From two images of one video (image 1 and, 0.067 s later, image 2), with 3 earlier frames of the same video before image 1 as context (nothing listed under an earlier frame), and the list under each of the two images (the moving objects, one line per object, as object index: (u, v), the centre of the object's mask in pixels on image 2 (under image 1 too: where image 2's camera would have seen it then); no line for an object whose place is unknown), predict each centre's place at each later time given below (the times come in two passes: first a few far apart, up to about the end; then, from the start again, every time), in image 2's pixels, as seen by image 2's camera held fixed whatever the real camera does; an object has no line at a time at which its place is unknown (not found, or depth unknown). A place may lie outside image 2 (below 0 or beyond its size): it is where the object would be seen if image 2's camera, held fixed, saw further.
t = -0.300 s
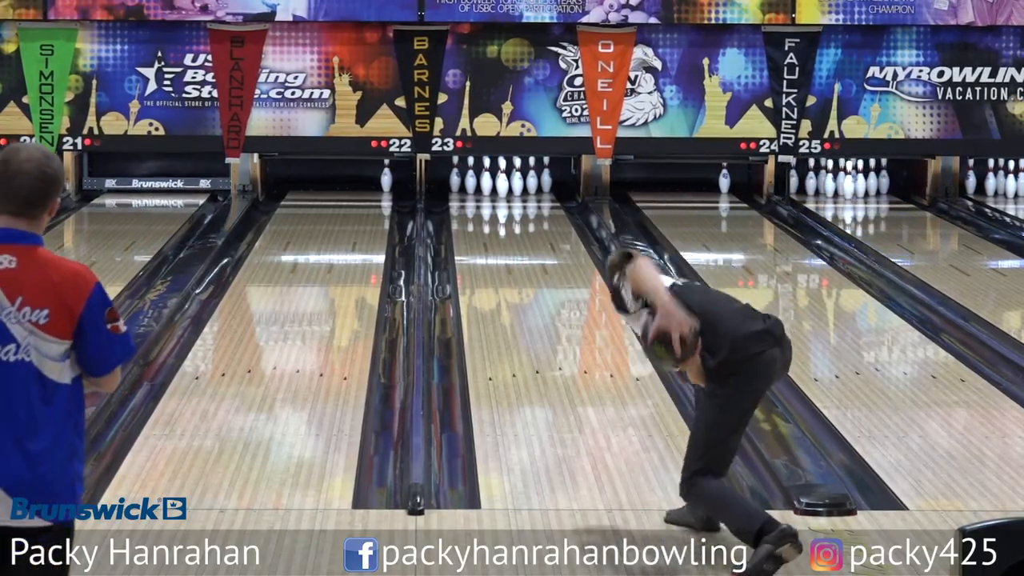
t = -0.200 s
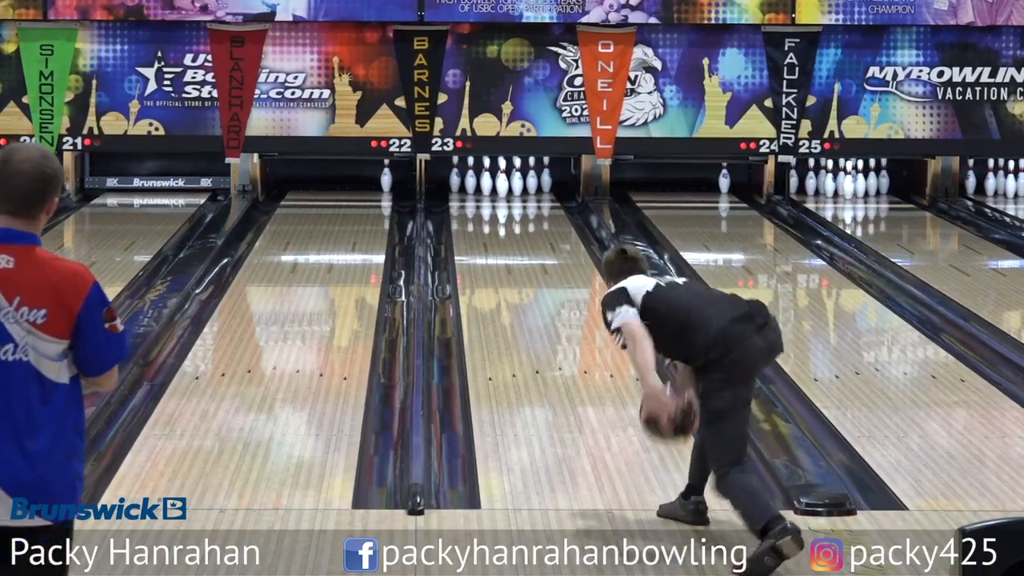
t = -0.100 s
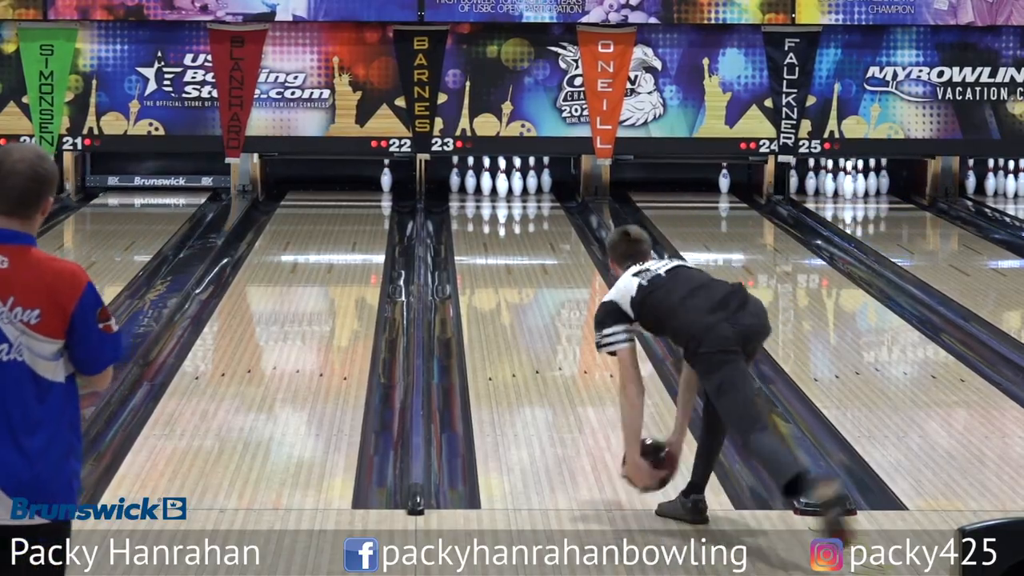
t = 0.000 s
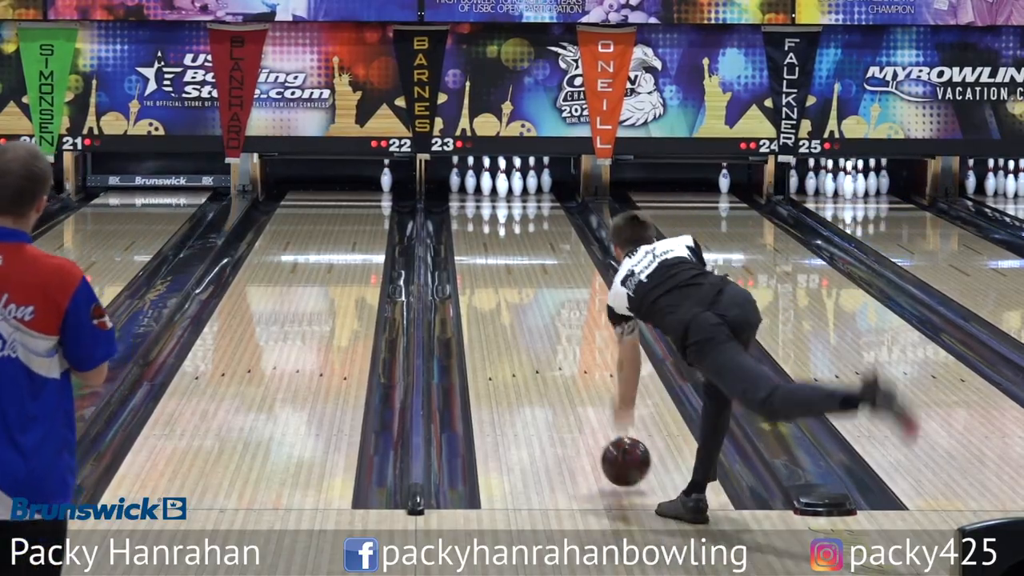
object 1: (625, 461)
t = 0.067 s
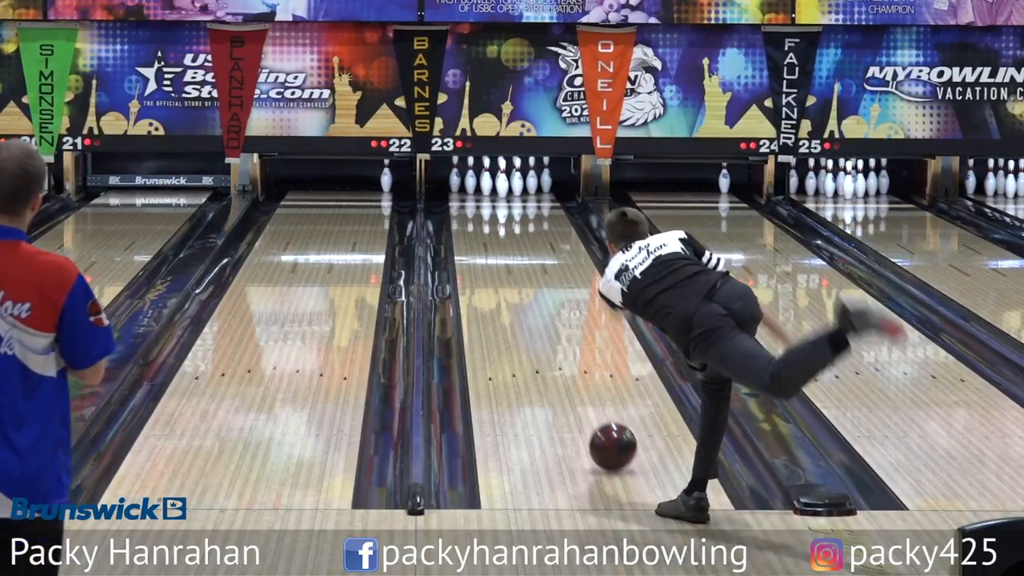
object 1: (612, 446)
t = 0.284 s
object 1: (577, 393)
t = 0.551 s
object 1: (545, 342)
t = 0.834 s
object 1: (519, 299)
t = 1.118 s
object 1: (500, 265)
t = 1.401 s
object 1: (485, 238)
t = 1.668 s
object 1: (478, 217)
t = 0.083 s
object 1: (609, 441)
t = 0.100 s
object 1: (606, 437)
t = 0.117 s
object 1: (604, 433)
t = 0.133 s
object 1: (601, 429)
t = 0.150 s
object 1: (598, 425)
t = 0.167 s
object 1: (595, 420)
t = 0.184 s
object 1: (592, 416)
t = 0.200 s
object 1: (590, 412)
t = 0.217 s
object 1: (587, 408)
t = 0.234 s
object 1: (585, 405)
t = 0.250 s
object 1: (582, 401)
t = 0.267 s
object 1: (580, 397)
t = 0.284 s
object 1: (577, 393)
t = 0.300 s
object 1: (575, 390)
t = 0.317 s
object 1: (573, 386)
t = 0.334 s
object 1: (571, 383)
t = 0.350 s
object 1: (568, 379)
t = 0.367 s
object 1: (566, 376)
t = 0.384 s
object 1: (564, 373)
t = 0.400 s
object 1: (562, 369)
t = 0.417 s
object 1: (560, 366)
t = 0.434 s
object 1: (558, 363)
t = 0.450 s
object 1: (556, 359)
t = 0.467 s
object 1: (554, 356)
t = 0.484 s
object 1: (552, 353)
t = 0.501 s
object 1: (550, 350)
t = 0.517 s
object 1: (548, 348)
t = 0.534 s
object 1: (547, 345)
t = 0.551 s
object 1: (545, 342)
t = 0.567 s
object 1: (543, 339)
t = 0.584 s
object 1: (542, 336)
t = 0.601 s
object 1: (540, 333)
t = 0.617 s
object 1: (538, 330)
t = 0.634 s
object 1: (536, 328)
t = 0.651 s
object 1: (535, 325)
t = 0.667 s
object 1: (533, 323)
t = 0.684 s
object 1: (532, 320)
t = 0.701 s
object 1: (530, 317)
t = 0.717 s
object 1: (529, 315)
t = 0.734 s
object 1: (527, 313)
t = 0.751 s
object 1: (526, 310)
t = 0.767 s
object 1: (524, 308)
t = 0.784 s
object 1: (523, 306)
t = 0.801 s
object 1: (522, 303)
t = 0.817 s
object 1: (520, 301)
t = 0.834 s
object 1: (519, 299)
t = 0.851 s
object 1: (518, 297)
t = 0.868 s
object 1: (516, 294)
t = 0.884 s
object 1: (515, 292)
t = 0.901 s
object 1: (514, 290)
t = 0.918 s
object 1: (513, 288)
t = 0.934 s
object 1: (511, 286)
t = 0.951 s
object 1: (510, 284)
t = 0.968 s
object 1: (509, 282)
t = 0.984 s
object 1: (508, 280)
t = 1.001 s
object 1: (507, 278)
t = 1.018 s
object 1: (506, 276)
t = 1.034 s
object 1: (505, 274)
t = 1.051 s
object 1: (504, 273)
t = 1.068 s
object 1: (503, 271)
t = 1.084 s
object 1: (502, 269)
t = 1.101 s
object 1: (501, 267)
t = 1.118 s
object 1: (500, 265)
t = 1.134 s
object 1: (499, 263)
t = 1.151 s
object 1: (498, 262)
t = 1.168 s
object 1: (497, 260)
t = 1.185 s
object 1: (496, 258)
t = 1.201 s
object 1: (495, 257)
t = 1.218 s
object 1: (494, 255)
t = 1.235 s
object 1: (493, 253)
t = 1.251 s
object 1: (492, 252)
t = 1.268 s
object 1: (491, 250)
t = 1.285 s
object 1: (491, 248)
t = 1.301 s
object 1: (490, 247)
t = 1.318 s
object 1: (489, 245)
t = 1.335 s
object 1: (488, 244)
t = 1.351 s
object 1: (487, 242)
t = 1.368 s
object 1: (487, 241)
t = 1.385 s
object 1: (486, 239)
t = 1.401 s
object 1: (485, 238)
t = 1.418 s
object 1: (484, 236)
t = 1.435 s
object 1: (484, 235)
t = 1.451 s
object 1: (483, 234)
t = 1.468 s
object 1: (483, 232)
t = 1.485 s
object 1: (482, 231)
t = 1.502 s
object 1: (481, 229)
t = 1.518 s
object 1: (481, 228)
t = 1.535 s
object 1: (480, 227)
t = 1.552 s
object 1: (480, 225)
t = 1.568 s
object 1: (479, 224)
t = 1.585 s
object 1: (479, 223)
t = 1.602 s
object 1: (479, 222)
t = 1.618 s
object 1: (478, 220)
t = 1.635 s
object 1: (478, 219)
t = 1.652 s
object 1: (478, 218)
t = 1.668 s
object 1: (478, 217)
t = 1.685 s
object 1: (478, 216)
